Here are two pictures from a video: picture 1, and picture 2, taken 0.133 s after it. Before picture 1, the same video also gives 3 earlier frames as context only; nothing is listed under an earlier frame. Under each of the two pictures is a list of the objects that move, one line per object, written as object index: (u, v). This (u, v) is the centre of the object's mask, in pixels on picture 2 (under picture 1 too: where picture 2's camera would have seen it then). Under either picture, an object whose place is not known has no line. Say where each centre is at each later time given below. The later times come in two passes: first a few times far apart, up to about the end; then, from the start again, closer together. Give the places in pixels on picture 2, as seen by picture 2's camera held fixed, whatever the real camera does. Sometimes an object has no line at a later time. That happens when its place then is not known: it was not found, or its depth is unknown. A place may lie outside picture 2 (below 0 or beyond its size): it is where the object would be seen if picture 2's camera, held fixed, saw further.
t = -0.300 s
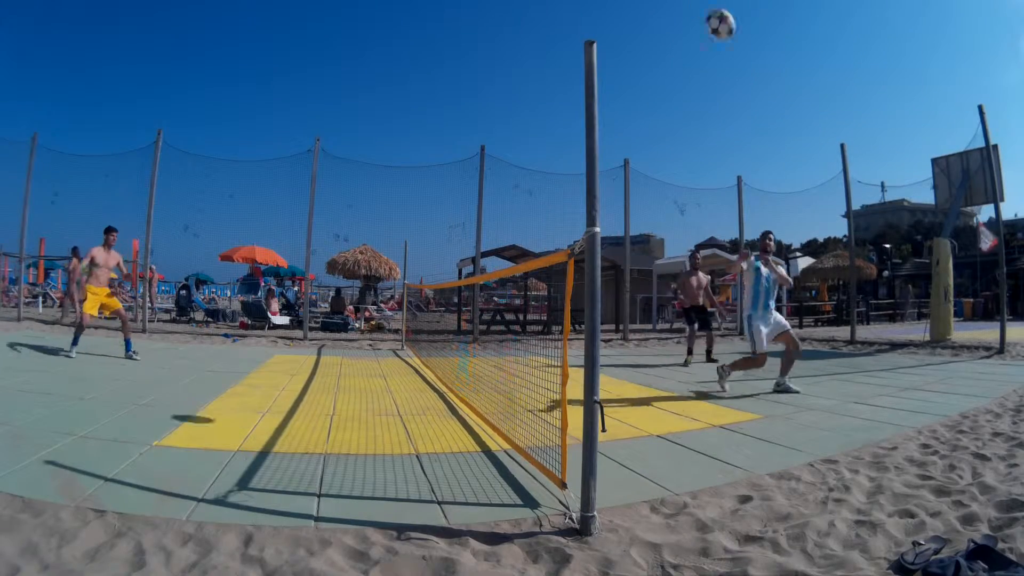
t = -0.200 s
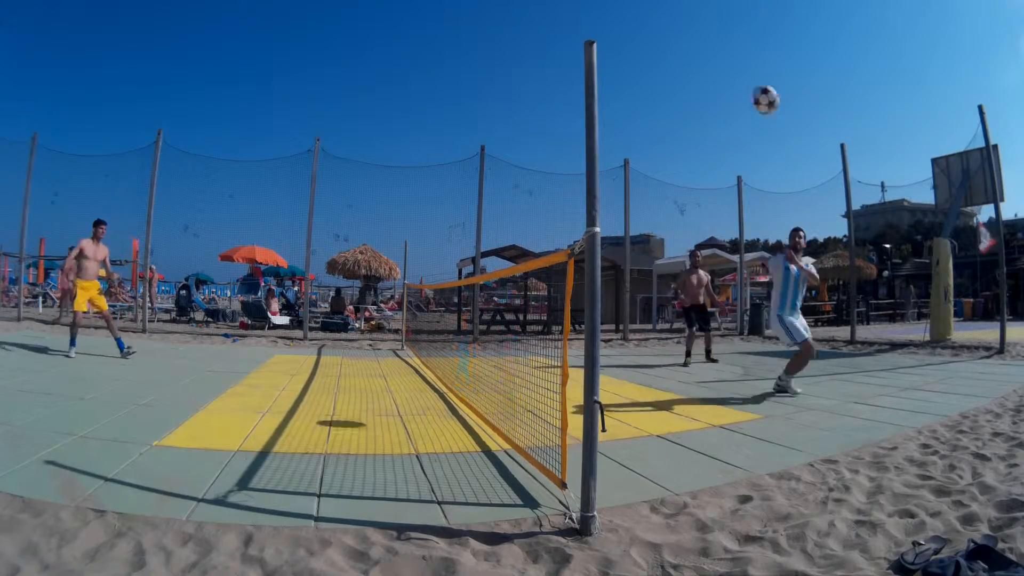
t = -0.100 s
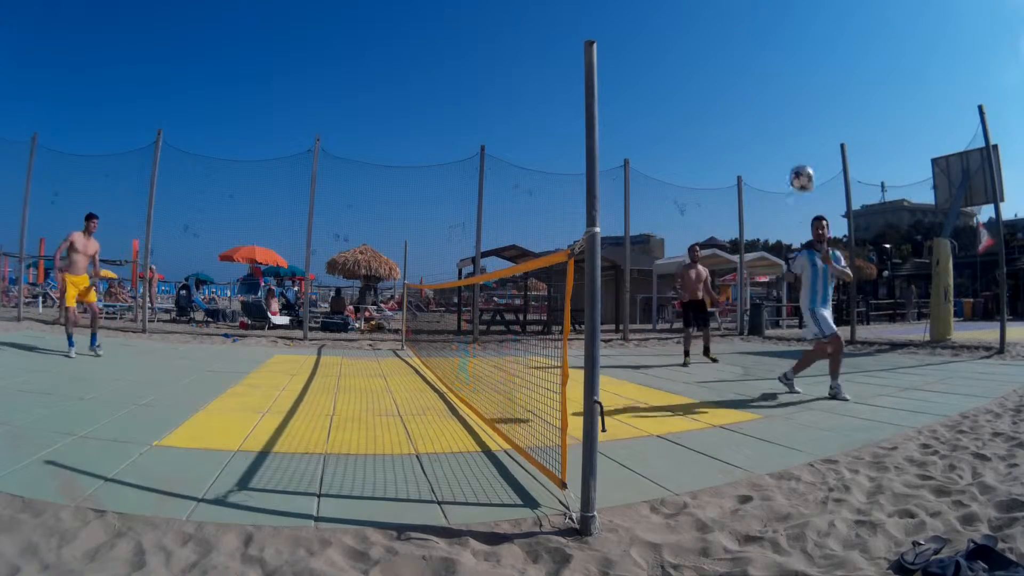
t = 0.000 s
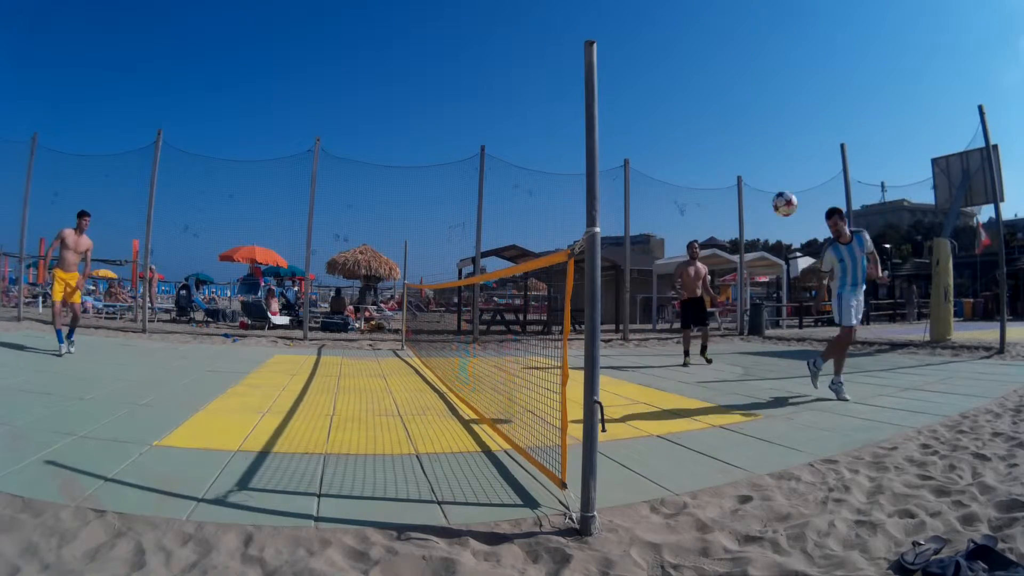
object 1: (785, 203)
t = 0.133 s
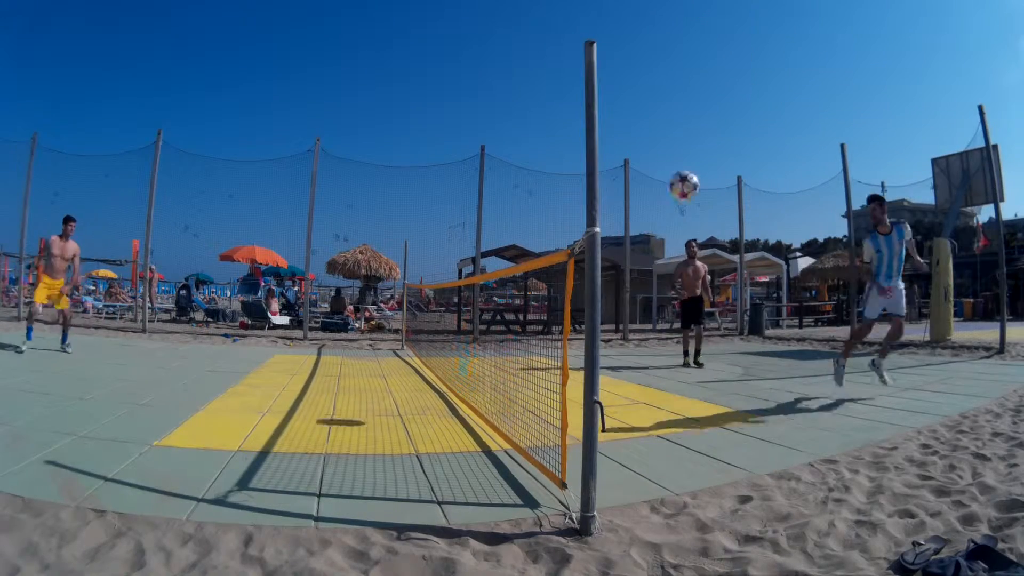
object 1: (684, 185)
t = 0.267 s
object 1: (552, 194)
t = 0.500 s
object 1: (266, 299)
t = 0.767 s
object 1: (50, 332)
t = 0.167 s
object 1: (654, 185)
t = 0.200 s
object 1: (622, 186)
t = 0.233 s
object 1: (580, 190)
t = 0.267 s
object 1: (552, 194)
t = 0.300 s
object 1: (514, 201)
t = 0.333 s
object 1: (474, 211)
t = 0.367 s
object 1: (433, 224)
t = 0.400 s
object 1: (392, 239)
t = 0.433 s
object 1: (349, 257)
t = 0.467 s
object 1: (308, 275)
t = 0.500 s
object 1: (266, 299)
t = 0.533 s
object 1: (227, 322)
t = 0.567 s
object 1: (189, 346)
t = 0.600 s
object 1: (155, 374)
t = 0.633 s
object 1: (124, 400)
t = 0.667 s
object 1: (101, 398)
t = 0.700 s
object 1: (83, 374)
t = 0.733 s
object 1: (65, 352)
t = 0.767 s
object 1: (50, 332)
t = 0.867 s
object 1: (10, 284)
